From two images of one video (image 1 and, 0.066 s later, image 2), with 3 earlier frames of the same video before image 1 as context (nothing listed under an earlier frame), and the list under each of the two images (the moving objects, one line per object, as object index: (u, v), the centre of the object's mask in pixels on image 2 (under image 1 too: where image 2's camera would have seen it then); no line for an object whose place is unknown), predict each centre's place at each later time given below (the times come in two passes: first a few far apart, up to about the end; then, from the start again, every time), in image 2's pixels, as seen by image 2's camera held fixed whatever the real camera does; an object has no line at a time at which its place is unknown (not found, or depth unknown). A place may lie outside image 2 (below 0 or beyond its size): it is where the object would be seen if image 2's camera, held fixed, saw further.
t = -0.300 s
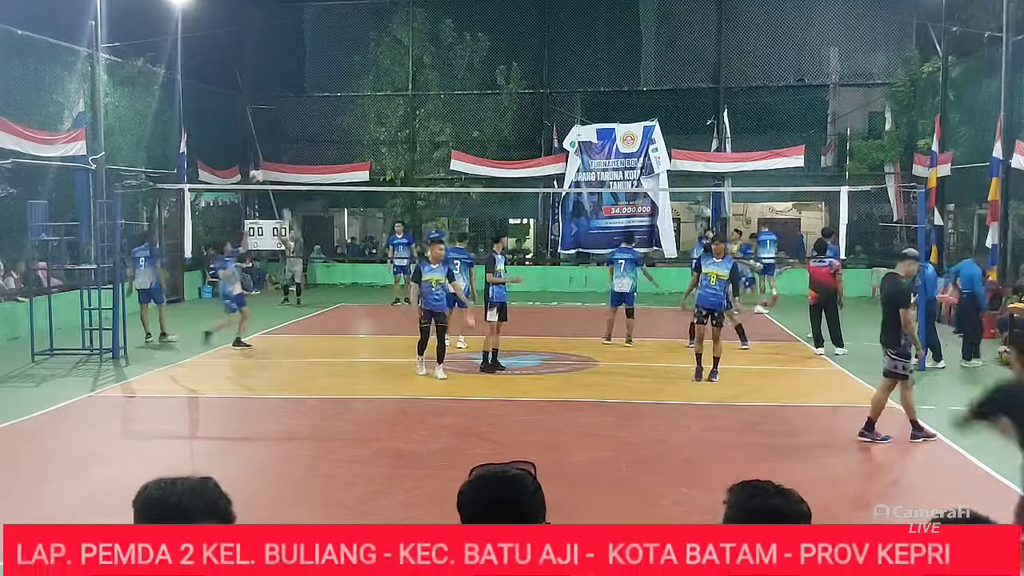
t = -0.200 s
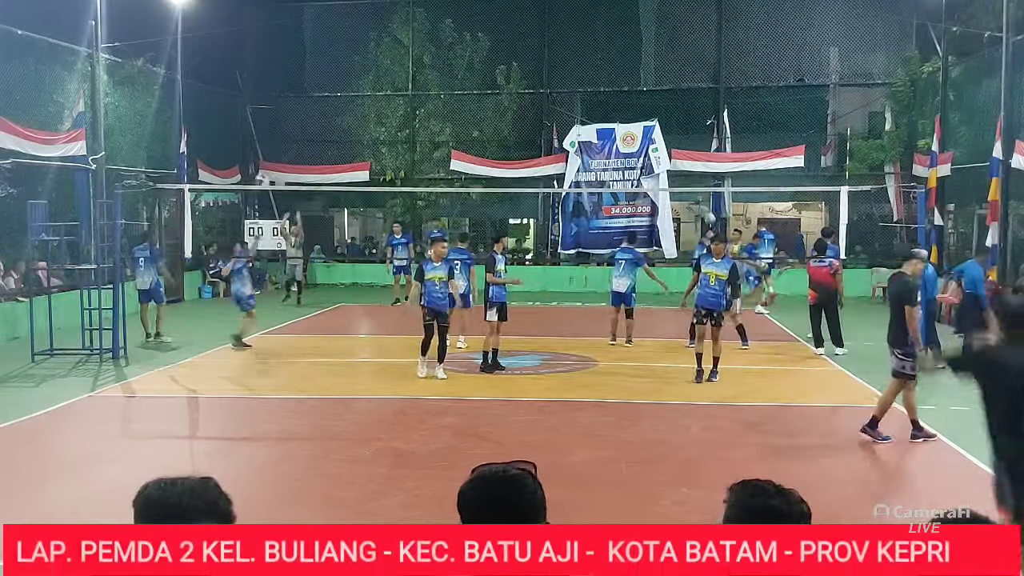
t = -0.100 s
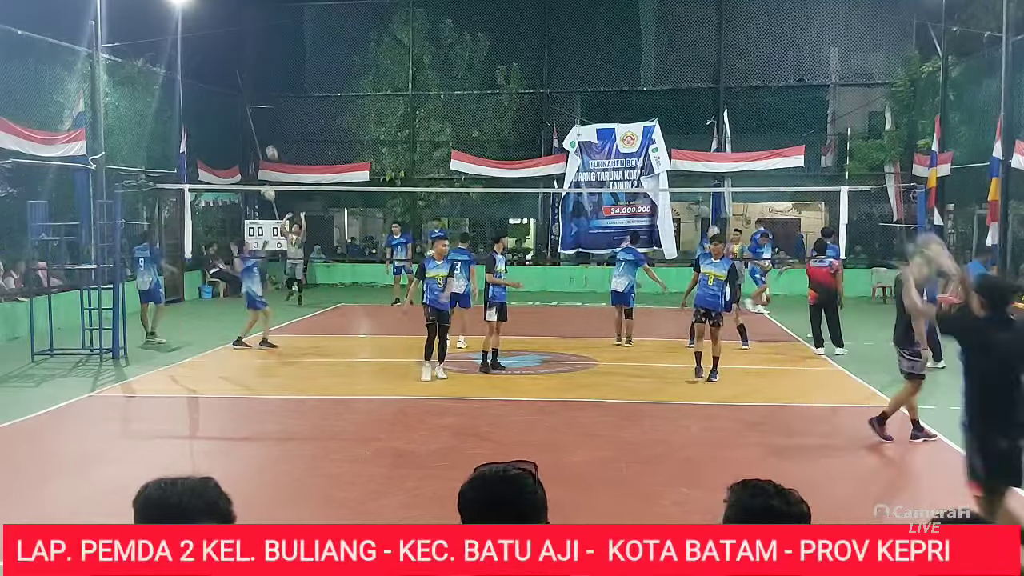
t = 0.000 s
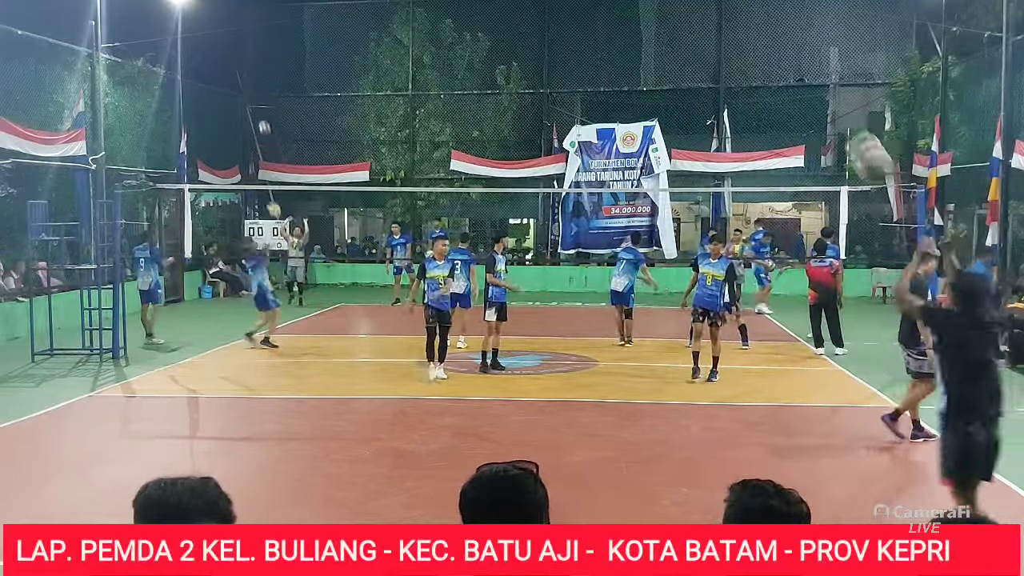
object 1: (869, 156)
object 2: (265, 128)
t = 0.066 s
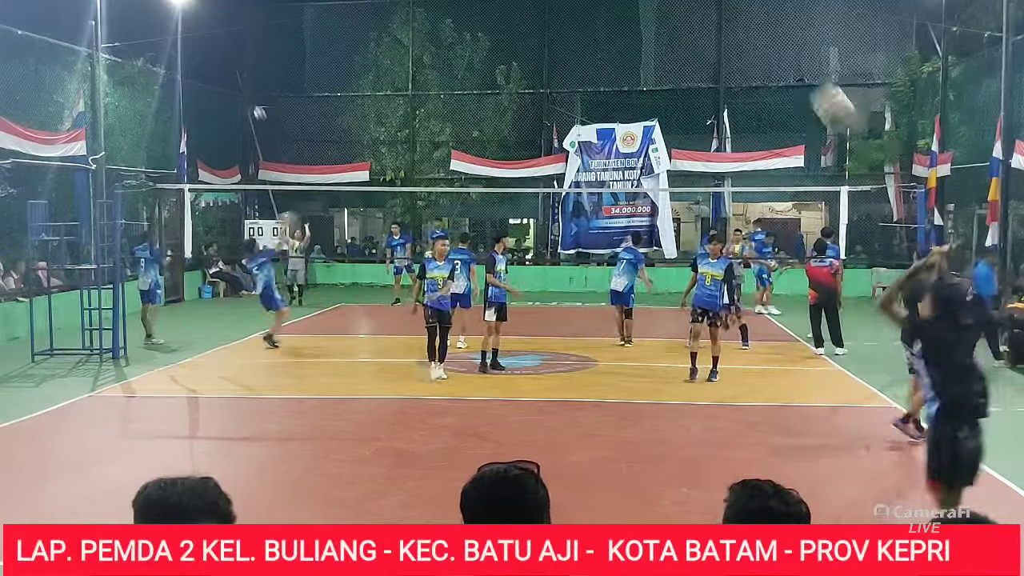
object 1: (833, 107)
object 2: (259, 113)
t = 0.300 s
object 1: (740, 15)
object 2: (243, 80)
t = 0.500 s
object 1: (685, 8)
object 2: (228, 74)
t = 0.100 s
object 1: (817, 86)
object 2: (257, 107)
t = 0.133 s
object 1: (803, 69)
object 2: (254, 101)
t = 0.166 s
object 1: (788, 53)
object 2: (252, 96)
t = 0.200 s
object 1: (775, 40)
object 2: (250, 91)
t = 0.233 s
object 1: (763, 31)
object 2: (247, 87)
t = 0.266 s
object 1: (752, 22)
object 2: (245, 83)
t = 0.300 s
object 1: (740, 15)
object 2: (243, 80)
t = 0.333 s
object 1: (731, 11)
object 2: (240, 77)
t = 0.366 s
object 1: (721, 9)
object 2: (237, 75)
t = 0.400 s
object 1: (711, 8)
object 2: (235, 74)
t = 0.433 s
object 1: (702, 8)
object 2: (233, 73)
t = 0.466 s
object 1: (693, 7)
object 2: (231, 73)
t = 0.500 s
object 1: (685, 8)
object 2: (228, 74)
